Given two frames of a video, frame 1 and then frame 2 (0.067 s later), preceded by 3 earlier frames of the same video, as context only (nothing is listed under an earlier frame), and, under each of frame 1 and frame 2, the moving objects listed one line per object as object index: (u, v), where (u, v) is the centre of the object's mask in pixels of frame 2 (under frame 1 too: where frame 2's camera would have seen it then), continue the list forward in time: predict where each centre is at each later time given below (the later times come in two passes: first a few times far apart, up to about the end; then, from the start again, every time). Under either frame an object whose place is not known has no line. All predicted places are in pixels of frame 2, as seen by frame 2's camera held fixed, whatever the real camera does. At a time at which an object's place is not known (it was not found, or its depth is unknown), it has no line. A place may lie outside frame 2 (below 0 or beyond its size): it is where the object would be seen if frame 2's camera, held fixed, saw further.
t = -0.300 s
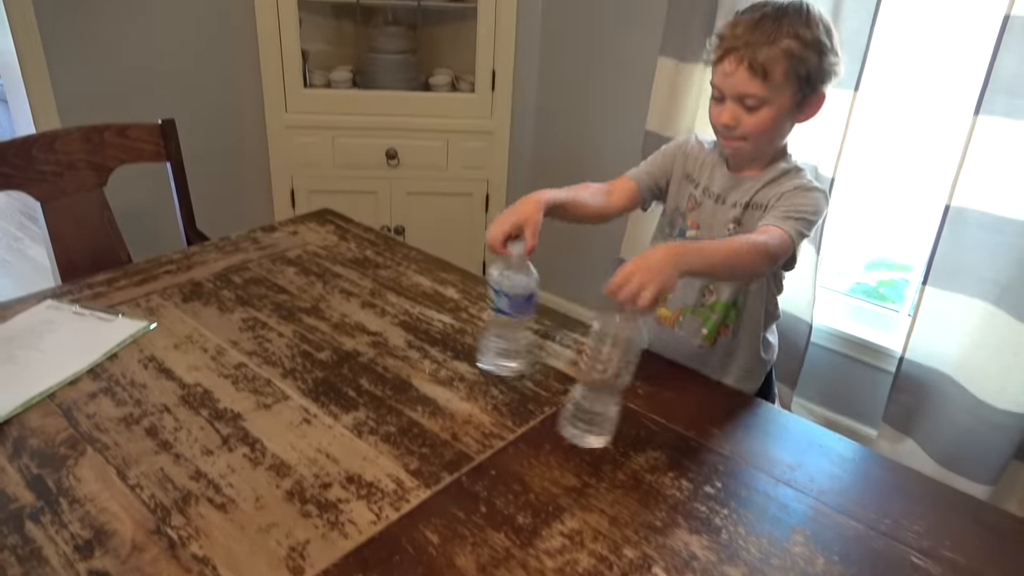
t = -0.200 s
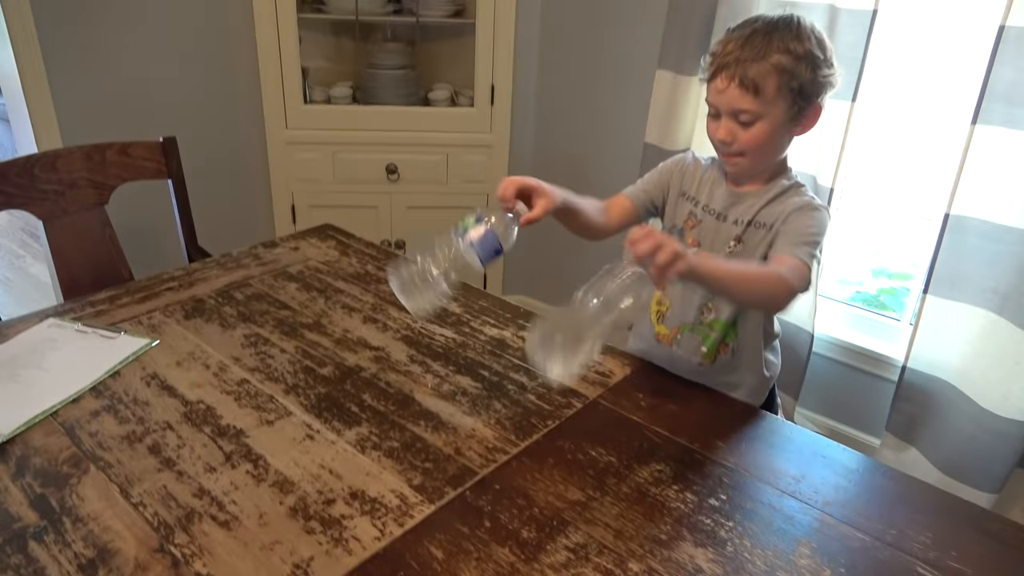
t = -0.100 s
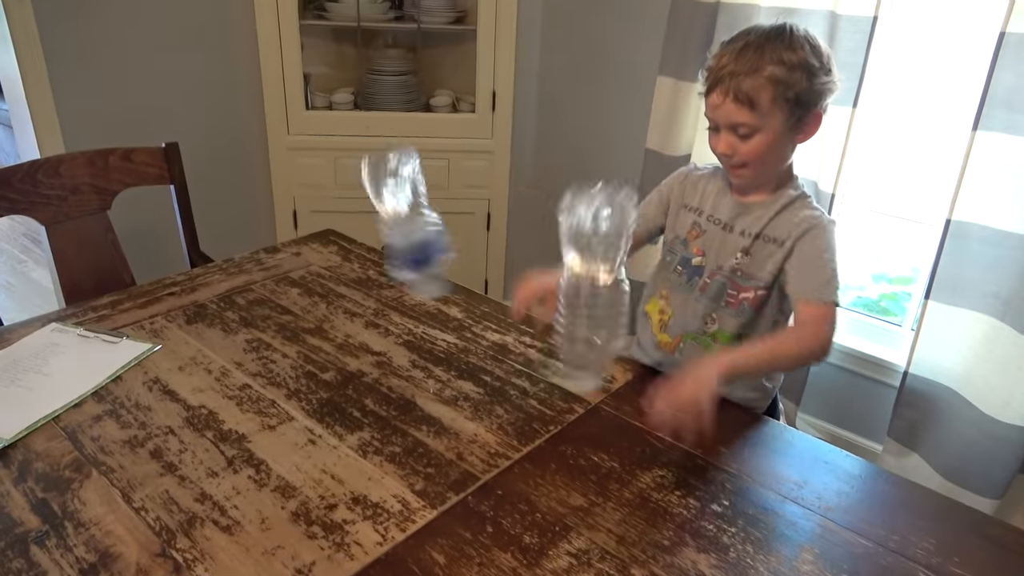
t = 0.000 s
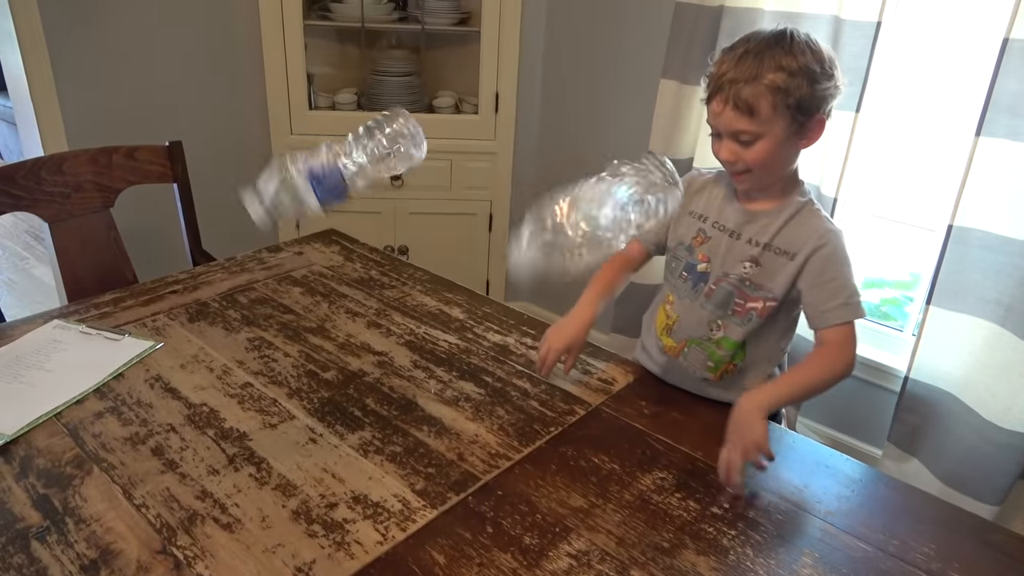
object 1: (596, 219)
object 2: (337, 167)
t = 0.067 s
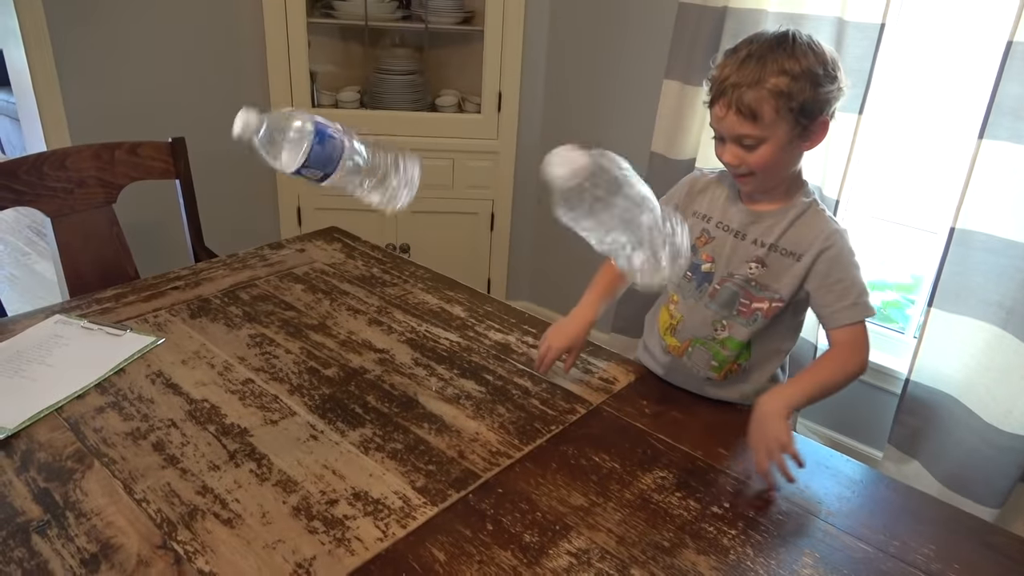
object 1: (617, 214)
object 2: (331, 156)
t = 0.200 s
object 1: (635, 409)
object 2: (327, 299)
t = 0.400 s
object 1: (653, 559)
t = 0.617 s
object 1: (636, 546)
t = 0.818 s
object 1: (637, 545)
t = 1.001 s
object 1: (637, 540)
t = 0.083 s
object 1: (622, 226)
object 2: (330, 163)
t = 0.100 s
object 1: (627, 243)
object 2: (331, 175)
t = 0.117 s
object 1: (631, 265)
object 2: (331, 189)
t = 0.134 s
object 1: (632, 287)
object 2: (330, 207)
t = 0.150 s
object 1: (634, 315)
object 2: (330, 227)
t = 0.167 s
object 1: (636, 346)
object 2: (328, 249)
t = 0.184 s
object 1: (636, 379)
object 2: (328, 274)
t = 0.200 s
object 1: (635, 409)
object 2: (327, 299)
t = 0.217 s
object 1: (634, 440)
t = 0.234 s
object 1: (632, 482)
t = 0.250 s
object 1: (631, 507)
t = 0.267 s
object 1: (630, 530)
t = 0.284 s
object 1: (637, 541)
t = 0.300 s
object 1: (643, 544)
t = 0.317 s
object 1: (645, 549)
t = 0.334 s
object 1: (647, 552)
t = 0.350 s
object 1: (649, 554)
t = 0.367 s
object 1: (651, 556)
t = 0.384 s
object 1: (652, 558)
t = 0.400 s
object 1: (653, 559)
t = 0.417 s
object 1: (654, 560)
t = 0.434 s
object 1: (654, 560)
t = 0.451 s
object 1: (654, 560)
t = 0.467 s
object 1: (654, 560)
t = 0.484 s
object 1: (653, 559)
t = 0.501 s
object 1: (651, 558)
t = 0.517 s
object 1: (649, 556)
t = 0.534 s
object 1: (647, 554)
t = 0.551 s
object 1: (643, 550)
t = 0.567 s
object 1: (640, 548)
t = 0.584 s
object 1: (636, 548)
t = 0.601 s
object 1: (635, 547)
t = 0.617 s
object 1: (636, 546)
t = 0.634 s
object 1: (637, 546)
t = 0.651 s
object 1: (638, 546)
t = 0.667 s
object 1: (638, 546)
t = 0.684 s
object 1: (637, 545)
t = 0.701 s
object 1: (636, 545)
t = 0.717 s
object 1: (635, 544)
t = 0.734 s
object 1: (635, 544)
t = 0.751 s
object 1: (636, 545)
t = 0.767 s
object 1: (637, 545)
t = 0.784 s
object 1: (637, 545)
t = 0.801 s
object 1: (638, 544)
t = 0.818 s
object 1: (637, 545)
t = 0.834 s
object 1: (637, 544)
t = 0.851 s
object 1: (636, 543)
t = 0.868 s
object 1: (636, 543)
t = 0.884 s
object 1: (635, 543)
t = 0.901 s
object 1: (635, 542)
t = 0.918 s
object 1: (635, 542)
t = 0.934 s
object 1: (635, 543)
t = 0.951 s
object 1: (636, 542)
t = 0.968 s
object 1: (636, 540)
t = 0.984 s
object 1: (637, 539)
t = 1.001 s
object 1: (637, 540)
